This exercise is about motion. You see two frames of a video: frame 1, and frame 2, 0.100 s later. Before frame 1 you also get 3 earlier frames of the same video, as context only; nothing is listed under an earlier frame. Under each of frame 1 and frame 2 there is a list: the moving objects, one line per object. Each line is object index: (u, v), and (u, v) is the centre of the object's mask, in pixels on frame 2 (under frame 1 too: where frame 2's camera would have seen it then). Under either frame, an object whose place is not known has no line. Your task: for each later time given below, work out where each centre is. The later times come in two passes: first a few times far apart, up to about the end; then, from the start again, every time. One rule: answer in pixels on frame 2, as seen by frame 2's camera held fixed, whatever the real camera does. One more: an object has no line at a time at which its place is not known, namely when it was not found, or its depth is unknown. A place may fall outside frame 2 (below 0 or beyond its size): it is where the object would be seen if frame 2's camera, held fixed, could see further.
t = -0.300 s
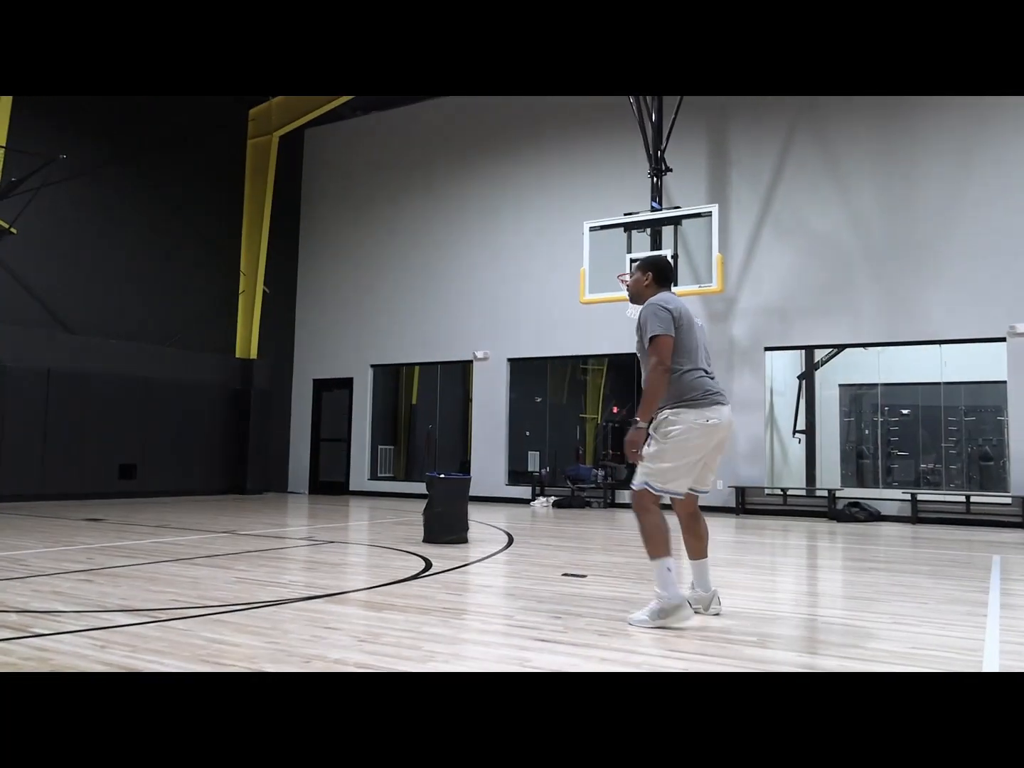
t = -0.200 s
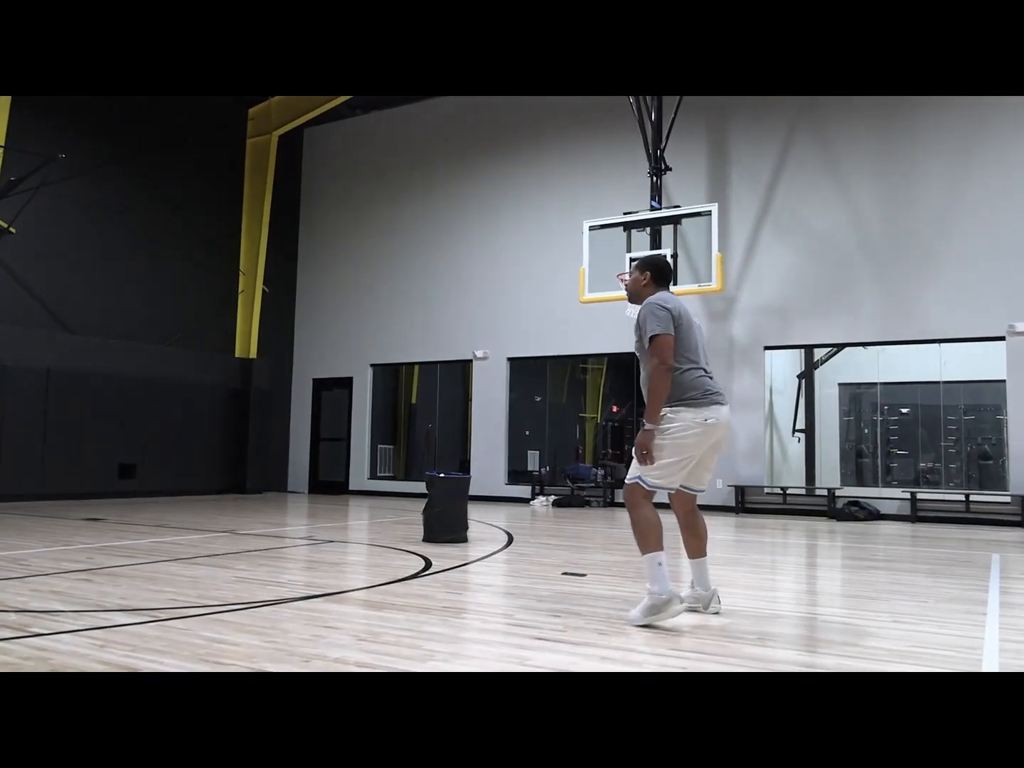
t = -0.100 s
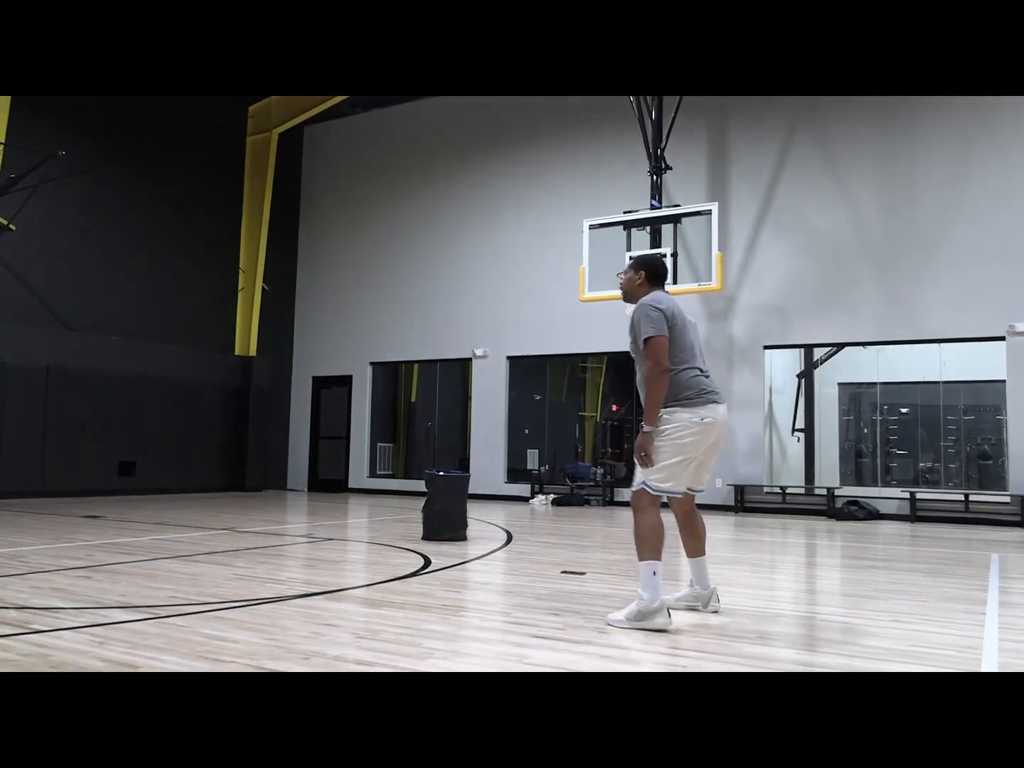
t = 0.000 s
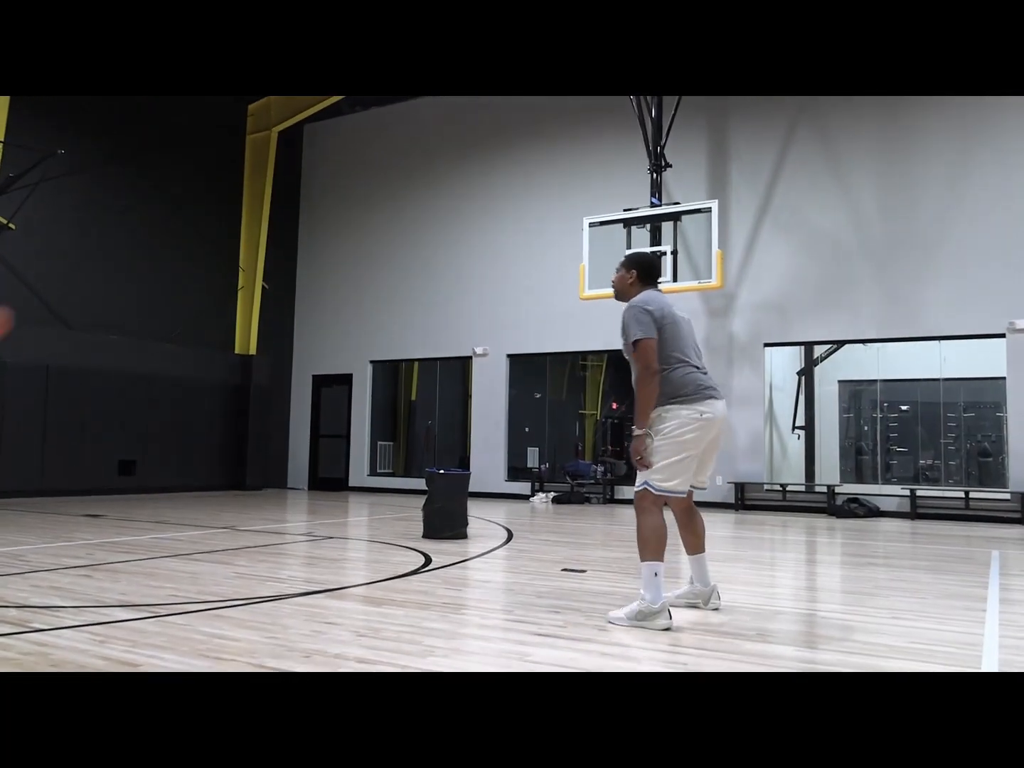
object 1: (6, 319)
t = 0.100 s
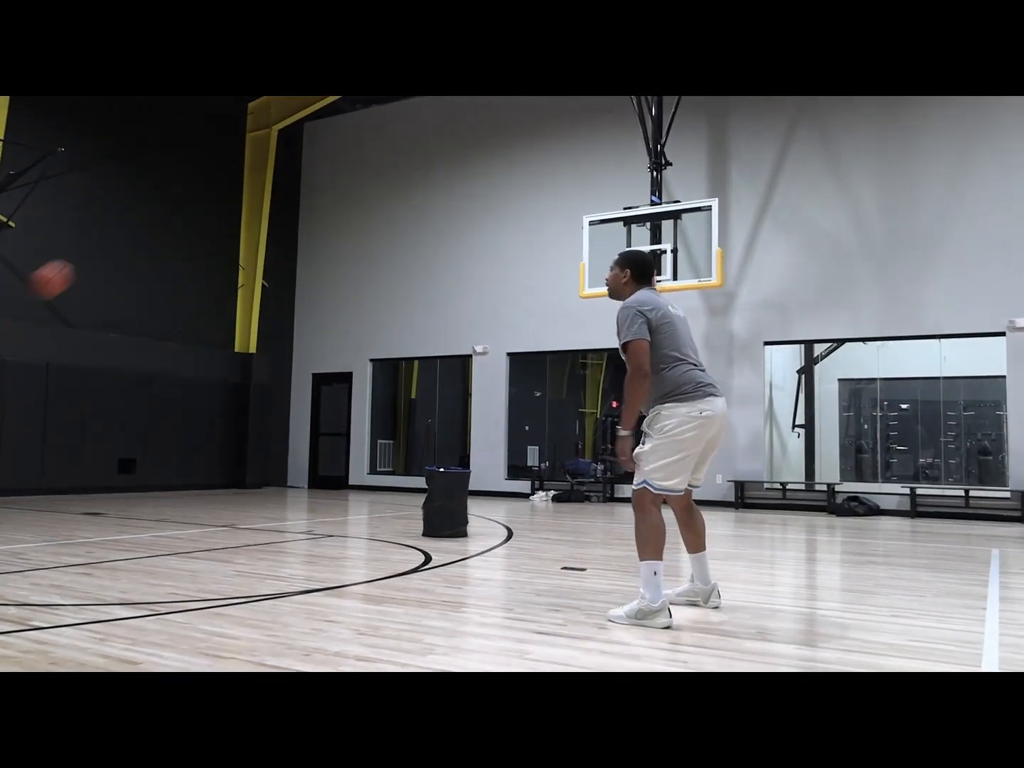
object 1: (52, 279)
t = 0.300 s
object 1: (185, 219)
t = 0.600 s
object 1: (447, 222)
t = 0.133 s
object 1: (72, 266)
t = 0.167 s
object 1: (93, 255)
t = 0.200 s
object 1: (116, 245)
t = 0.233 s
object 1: (137, 235)
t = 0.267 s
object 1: (160, 226)
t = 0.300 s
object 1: (185, 219)
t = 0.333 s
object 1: (210, 213)
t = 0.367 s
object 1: (234, 208)
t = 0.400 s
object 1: (261, 205)
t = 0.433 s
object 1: (292, 204)
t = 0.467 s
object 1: (317, 203)
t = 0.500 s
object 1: (348, 204)
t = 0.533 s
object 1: (380, 207)
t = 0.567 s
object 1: (414, 214)
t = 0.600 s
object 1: (447, 222)
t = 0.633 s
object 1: (483, 231)
